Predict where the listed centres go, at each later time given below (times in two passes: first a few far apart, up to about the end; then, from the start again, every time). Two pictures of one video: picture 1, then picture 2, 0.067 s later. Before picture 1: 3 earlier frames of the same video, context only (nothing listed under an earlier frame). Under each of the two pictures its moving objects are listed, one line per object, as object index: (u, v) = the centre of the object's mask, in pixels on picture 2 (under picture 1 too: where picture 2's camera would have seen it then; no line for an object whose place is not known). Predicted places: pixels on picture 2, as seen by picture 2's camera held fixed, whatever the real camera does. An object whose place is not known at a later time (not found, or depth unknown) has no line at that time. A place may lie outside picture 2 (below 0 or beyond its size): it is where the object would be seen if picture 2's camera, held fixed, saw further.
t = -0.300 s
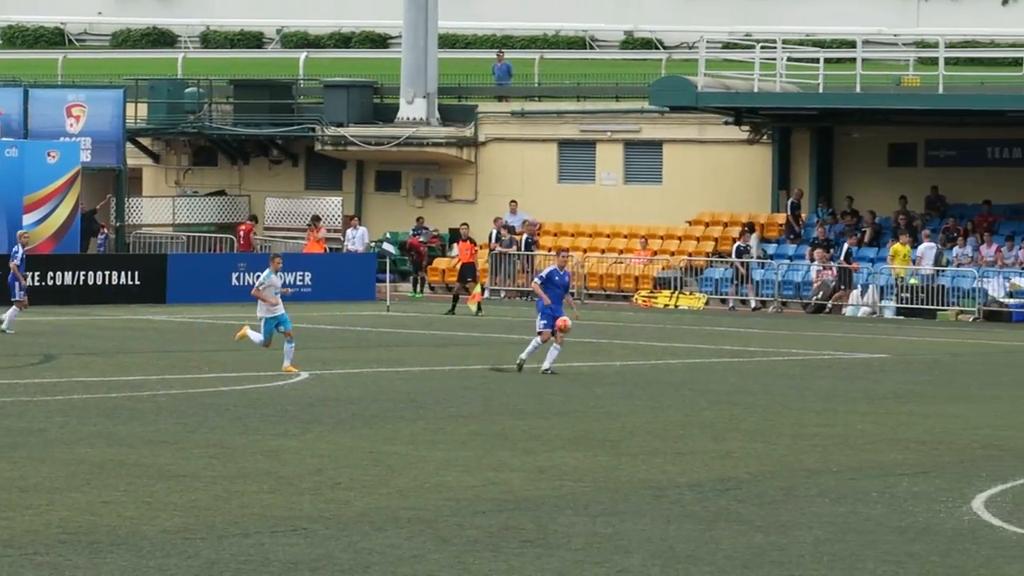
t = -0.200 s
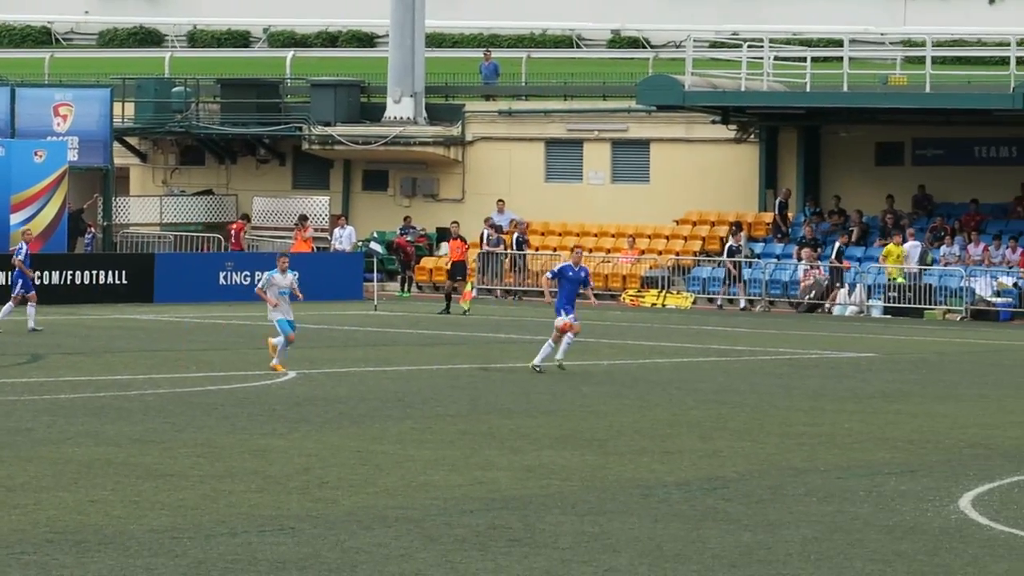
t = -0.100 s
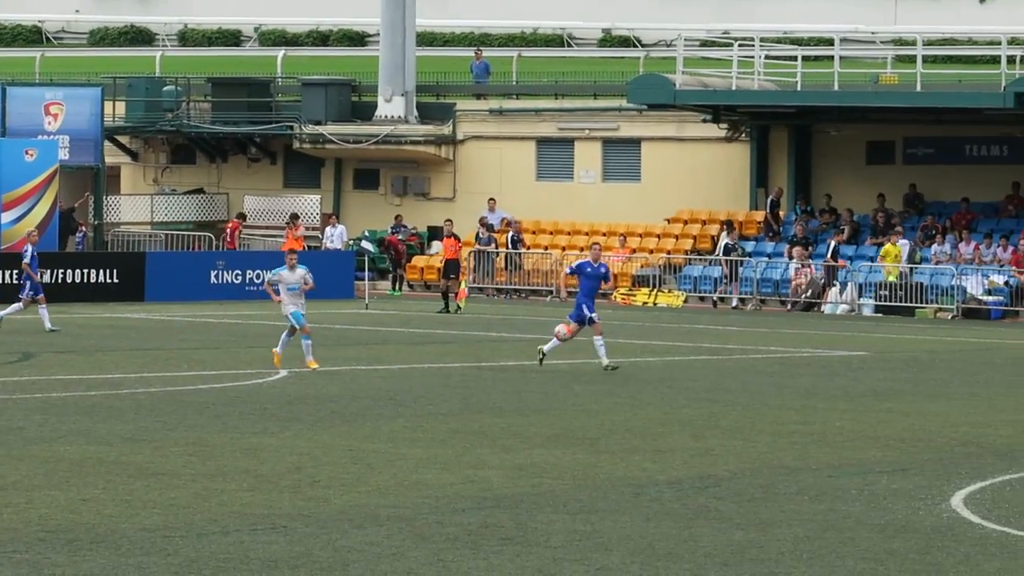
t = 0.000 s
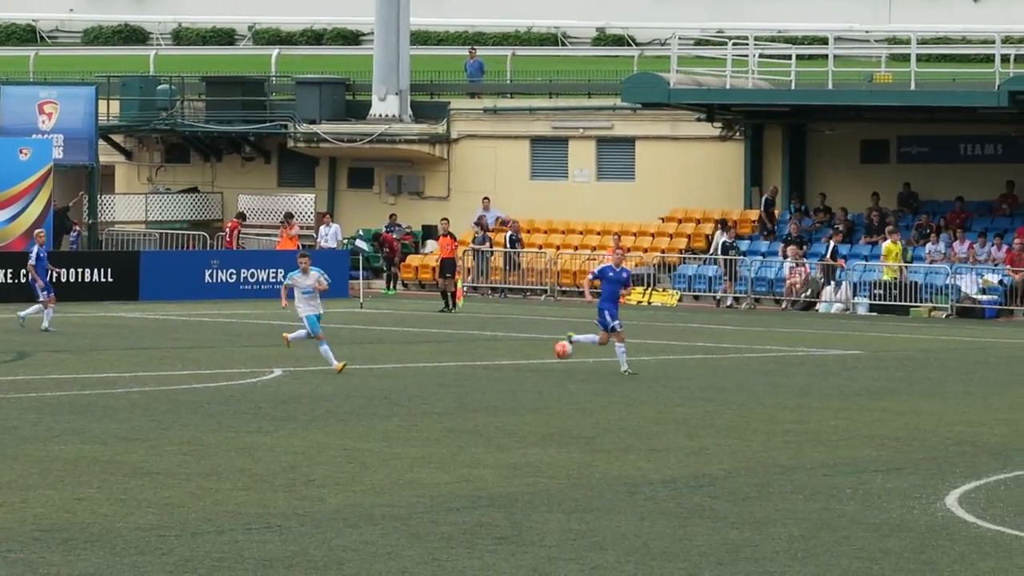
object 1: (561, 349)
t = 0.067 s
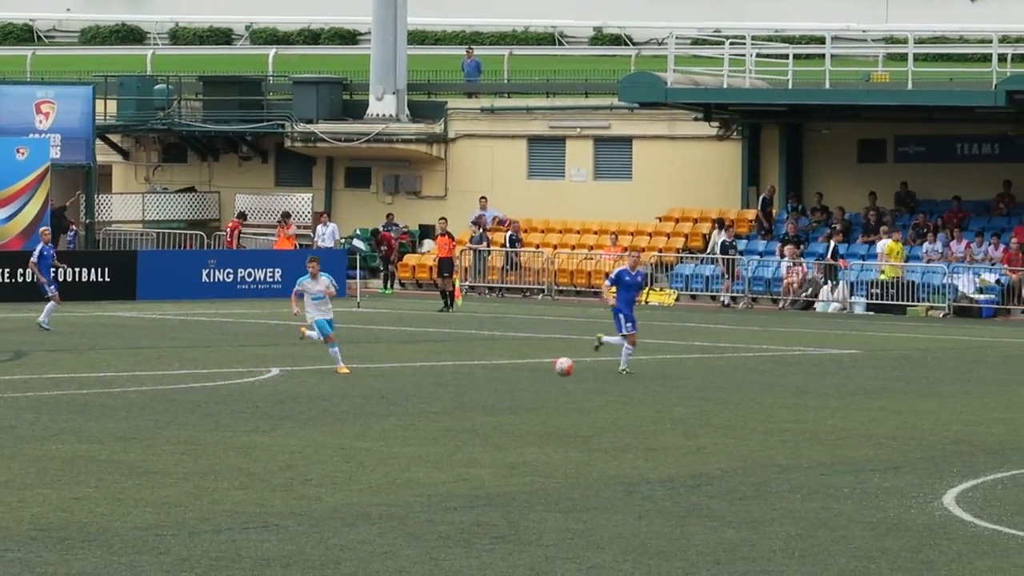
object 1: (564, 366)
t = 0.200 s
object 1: (567, 404)
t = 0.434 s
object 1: (571, 381)
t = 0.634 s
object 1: (572, 405)
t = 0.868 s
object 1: (577, 428)
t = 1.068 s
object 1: (580, 435)
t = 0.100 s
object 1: (565, 377)
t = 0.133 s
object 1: (566, 388)
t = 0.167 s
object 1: (566, 401)
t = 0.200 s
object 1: (567, 404)
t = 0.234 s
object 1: (568, 398)
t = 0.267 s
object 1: (569, 392)
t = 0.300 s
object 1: (569, 388)
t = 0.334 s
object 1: (570, 384)
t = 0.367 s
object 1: (570, 382)
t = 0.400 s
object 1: (571, 381)
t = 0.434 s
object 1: (571, 381)
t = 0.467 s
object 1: (572, 382)
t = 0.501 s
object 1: (572, 385)
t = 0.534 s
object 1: (572, 387)
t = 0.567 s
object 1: (572, 393)
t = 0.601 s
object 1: (572, 398)
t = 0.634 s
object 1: (572, 405)
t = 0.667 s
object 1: (573, 414)
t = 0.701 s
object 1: (573, 423)
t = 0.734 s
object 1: (573, 434)
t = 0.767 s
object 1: (574, 441)
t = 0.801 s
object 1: (575, 437)
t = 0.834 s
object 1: (576, 434)
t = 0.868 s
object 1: (577, 428)
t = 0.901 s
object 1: (577, 427)
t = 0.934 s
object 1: (578, 425)
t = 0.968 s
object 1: (578, 426)
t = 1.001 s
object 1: (579, 428)
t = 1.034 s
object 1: (579, 430)
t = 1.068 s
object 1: (580, 435)
